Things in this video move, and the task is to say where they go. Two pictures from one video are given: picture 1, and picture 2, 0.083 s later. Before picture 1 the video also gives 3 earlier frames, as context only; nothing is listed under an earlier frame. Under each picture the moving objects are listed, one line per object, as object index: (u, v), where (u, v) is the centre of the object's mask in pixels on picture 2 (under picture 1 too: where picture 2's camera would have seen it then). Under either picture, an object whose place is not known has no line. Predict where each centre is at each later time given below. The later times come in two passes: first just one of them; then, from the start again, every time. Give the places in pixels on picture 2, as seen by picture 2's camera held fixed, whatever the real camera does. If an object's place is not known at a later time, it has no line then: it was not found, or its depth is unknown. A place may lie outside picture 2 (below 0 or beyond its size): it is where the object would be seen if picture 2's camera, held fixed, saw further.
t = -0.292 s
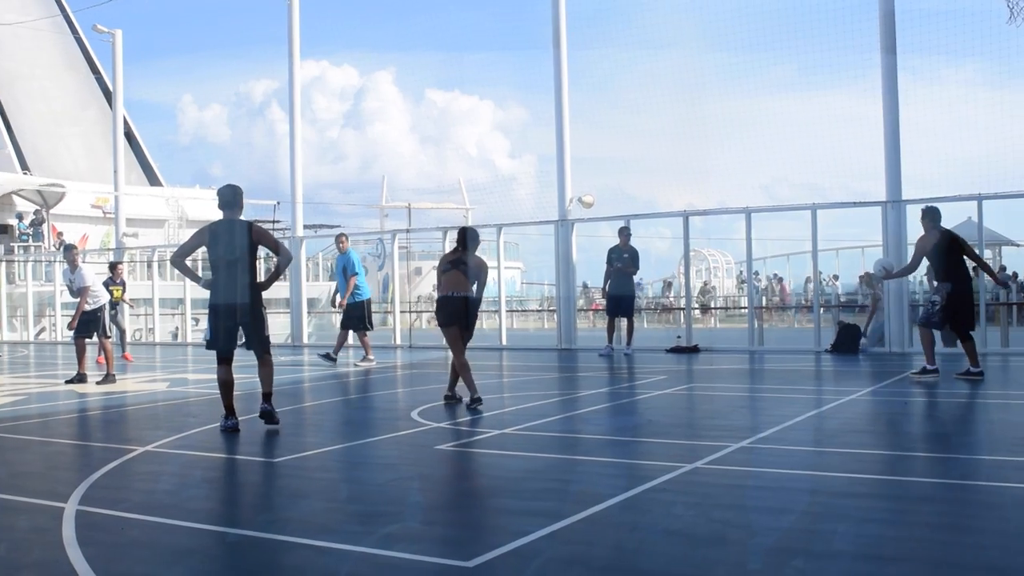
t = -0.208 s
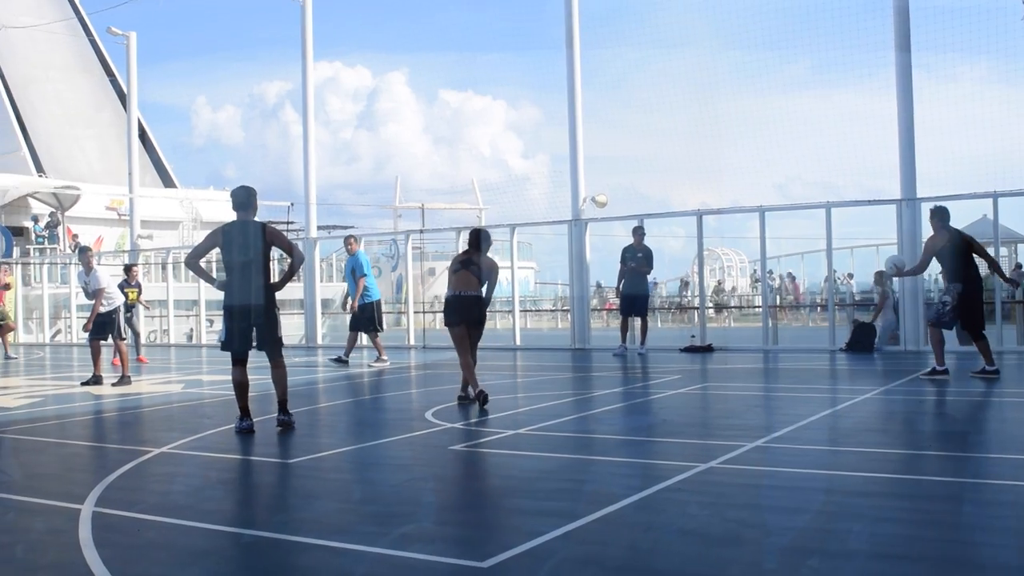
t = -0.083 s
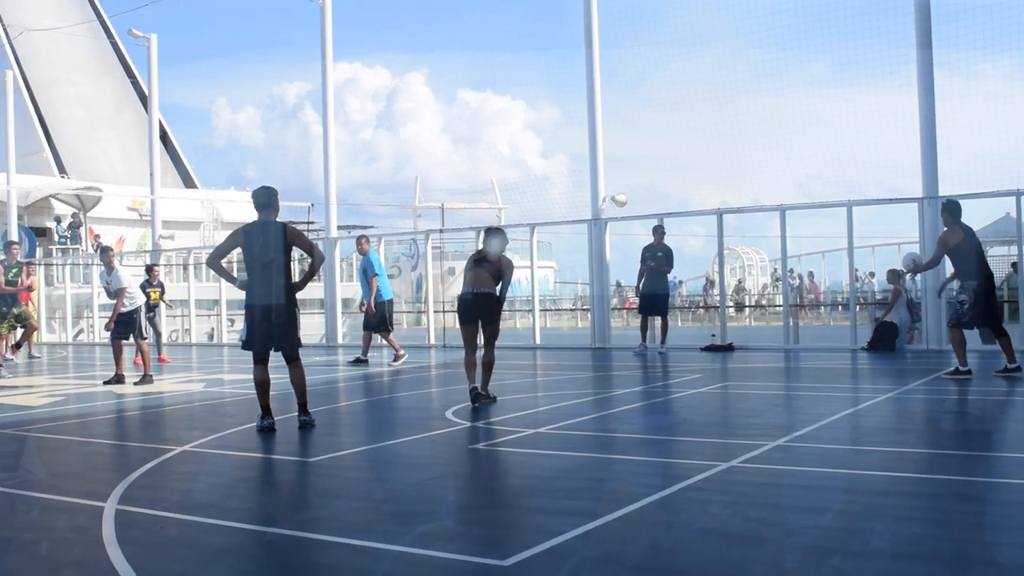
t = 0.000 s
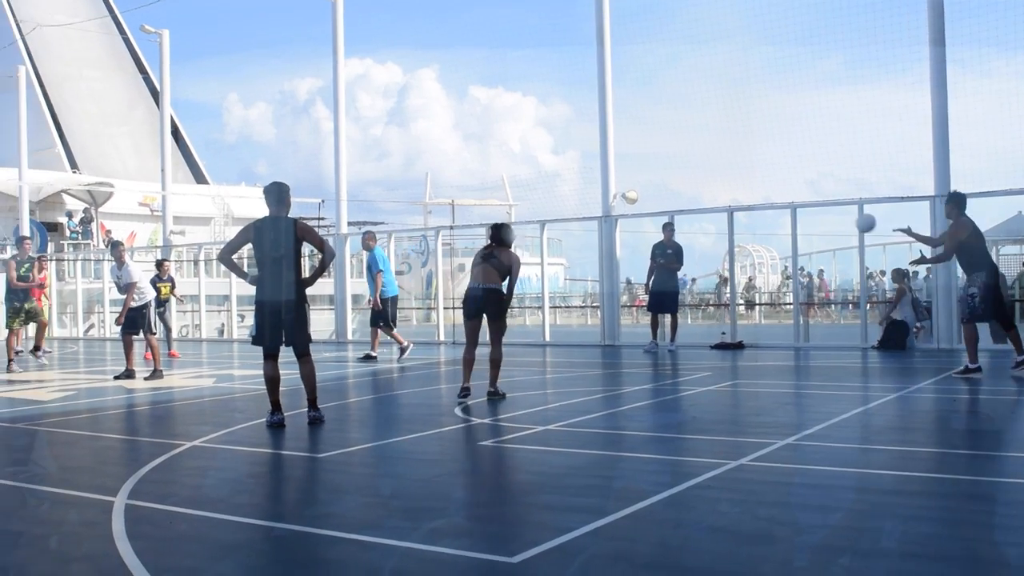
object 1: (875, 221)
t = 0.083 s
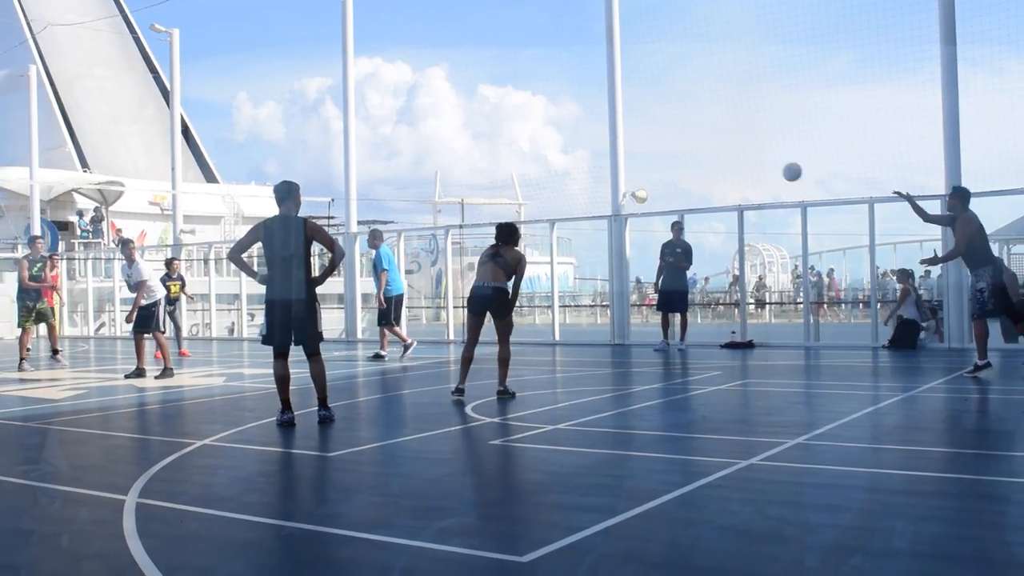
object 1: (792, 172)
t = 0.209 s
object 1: (674, 114)
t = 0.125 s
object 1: (751, 150)
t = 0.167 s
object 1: (712, 130)
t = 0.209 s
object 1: (674, 114)
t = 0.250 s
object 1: (637, 98)
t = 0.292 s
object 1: (602, 84)
